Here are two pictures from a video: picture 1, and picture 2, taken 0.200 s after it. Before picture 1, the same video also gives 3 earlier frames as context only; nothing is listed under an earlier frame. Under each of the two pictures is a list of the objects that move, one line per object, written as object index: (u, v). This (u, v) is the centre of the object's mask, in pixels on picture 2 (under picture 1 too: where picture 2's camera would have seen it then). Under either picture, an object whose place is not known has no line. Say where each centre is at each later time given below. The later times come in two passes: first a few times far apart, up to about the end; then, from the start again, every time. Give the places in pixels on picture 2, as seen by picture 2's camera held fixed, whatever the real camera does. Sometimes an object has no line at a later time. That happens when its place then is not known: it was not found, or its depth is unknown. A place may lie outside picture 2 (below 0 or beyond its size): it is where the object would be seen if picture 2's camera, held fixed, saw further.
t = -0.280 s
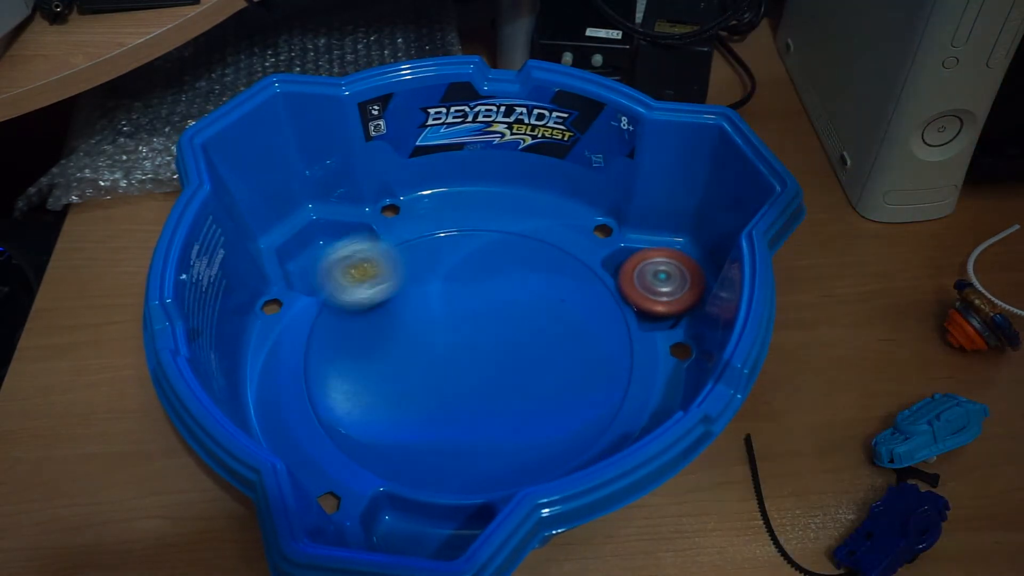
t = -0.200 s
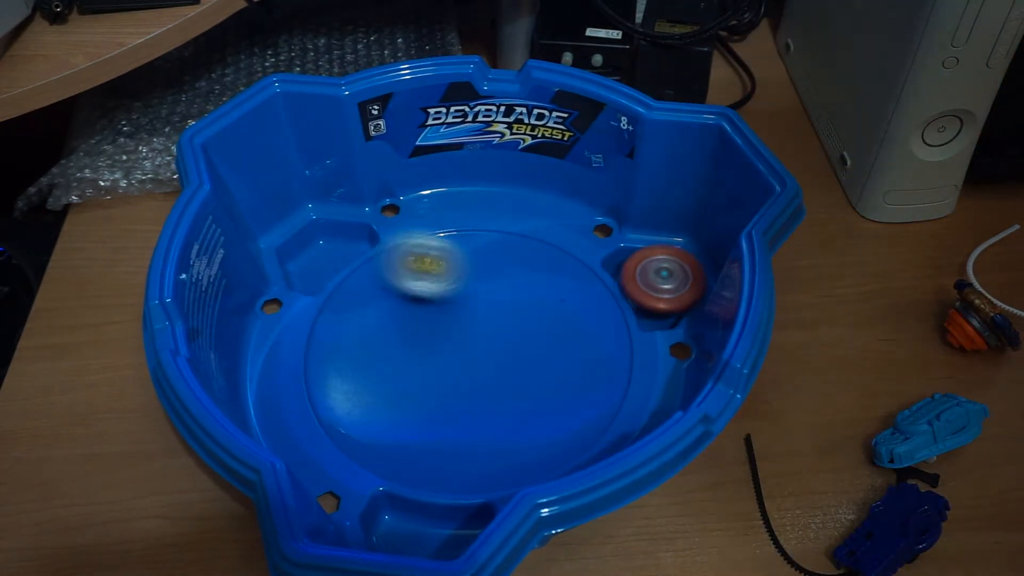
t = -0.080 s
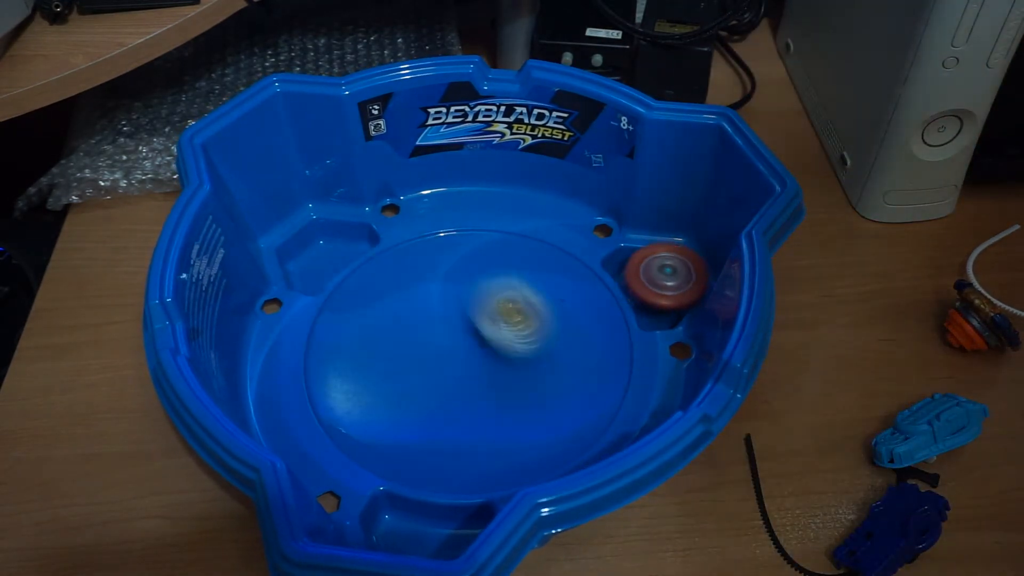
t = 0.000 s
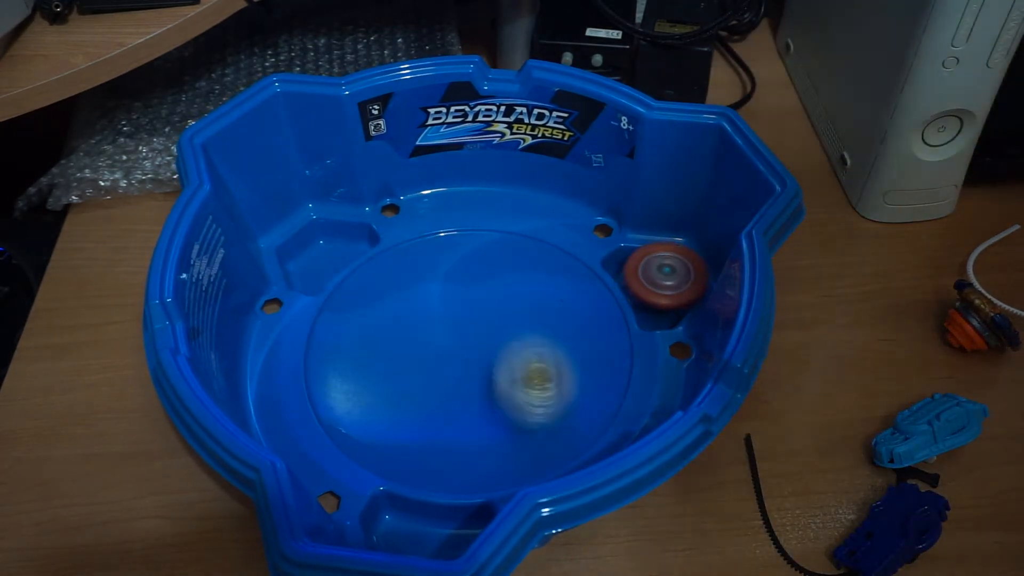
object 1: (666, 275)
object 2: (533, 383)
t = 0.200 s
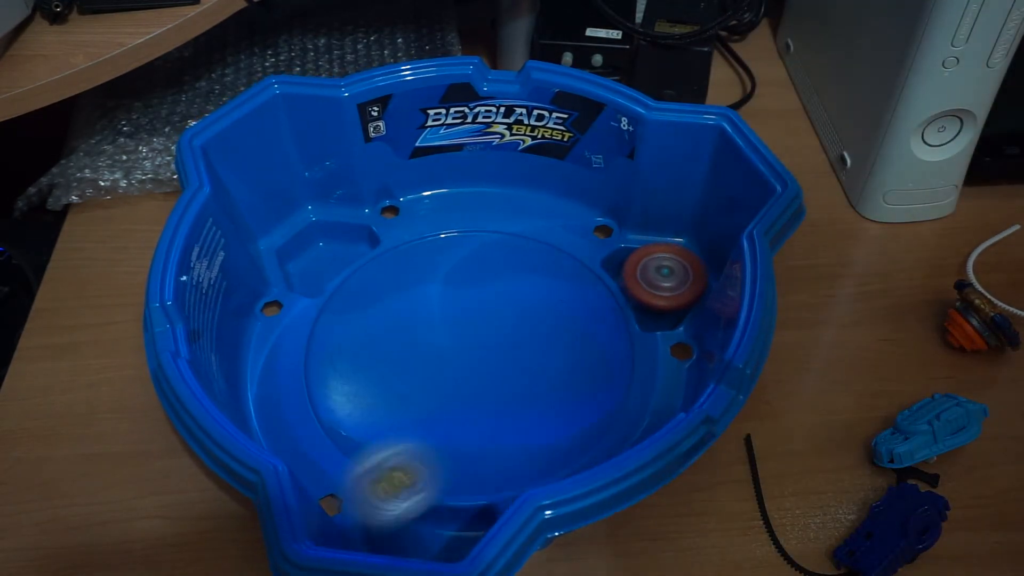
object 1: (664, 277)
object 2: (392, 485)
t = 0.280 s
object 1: (654, 280)
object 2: (418, 513)
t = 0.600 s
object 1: (657, 279)
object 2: (390, 528)
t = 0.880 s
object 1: (653, 283)
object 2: (399, 530)
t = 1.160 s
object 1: (654, 286)
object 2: (398, 532)
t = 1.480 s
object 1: (660, 286)
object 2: (399, 532)
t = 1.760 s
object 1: (656, 289)
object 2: (399, 534)
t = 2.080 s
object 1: (658, 288)
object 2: (392, 533)
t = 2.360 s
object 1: (657, 283)
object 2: (405, 533)
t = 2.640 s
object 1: (652, 278)
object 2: (411, 532)
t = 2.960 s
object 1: (649, 278)
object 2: (399, 533)
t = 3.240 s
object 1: (653, 283)
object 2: (395, 535)
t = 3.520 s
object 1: (654, 288)
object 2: (395, 532)
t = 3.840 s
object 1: (646, 275)
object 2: (405, 530)
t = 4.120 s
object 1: (645, 275)
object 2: (394, 533)
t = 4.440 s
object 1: (649, 280)
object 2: (394, 533)
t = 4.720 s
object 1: (654, 286)
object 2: (393, 534)
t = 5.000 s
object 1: (655, 292)
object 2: (398, 534)
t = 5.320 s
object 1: (659, 287)
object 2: (398, 534)
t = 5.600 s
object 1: (659, 285)
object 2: (398, 534)
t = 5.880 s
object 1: (652, 285)
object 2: (398, 534)
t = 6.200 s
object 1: (657, 280)
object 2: (398, 534)
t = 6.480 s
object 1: (657, 283)
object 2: (398, 534)
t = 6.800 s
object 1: (655, 288)
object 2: (398, 534)
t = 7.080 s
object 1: (656, 290)
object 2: (398, 534)
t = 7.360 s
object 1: (652, 286)
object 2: (398, 534)
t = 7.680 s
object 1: (652, 275)
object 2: (398, 534)
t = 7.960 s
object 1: (647, 274)
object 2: (398, 534)
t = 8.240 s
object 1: (648, 274)
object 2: (398, 534)
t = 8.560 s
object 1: (648, 280)
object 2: (398, 534)
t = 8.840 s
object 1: (660, 288)
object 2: (398, 535)
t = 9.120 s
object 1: (656, 290)
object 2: (398, 535)
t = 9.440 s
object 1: (659, 291)
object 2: (398, 535)
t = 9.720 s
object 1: (659, 290)
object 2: (398, 535)
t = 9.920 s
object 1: (655, 291)
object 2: (398, 535)
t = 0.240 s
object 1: (662, 278)
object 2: (405, 513)
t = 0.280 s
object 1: (654, 280)
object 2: (418, 513)
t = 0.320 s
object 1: (656, 279)
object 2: (402, 513)
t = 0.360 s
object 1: (660, 280)
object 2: (390, 521)
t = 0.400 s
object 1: (659, 279)
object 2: (393, 528)
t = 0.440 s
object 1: (657, 279)
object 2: (394, 531)
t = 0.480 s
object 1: (652, 280)
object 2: (393, 532)
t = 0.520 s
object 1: (652, 280)
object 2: (392, 530)
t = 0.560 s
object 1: (655, 280)
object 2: (390, 529)
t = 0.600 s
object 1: (657, 279)
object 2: (390, 528)
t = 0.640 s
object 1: (657, 279)
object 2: (389, 527)
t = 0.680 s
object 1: (656, 280)
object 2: (395, 529)
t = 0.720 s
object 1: (655, 280)
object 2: (402, 530)
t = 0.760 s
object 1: (655, 282)
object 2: (408, 531)
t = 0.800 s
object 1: (654, 282)
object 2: (406, 530)
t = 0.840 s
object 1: (654, 283)
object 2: (403, 529)
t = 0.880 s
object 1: (653, 283)
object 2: (399, 530)
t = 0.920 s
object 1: (653, 283)
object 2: (395, 531)
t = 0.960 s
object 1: (654, 283)
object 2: (393, 531)
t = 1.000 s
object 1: (657, 283)
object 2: (395, 531)
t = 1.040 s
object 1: (660, 283)
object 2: (397, 530)
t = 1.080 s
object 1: (659, 283)
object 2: (398, 529)
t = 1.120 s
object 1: (657, 285)
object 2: (398, 530)
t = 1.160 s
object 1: (654, 286)
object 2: (398, 532)
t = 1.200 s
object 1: (656, 287)
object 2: (398, 533)
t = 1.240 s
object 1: (660, 287)
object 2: (399, 532)
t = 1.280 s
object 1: (661, 286)
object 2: (400, 531)
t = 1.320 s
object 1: (657, 287)
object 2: (401, 530)
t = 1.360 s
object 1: (655, 288)
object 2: (400, 532)
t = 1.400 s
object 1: (656, 288)
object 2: (399, 531)
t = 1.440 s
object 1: (657, 287)
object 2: (399, 530)
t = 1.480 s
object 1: (660, 286)
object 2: (399, 532)
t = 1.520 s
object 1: (661, 286)
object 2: (400, 533)
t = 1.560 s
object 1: (657, 287)
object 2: (399, 533)
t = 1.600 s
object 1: (654, 288)
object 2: (400, 531)
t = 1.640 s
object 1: (655, 288)
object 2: (401, 532)
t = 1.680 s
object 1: (656, 288)
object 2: (400, 533)
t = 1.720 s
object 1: (656, 289)
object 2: (400, 534)
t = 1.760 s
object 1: (656, 289)
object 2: (399, 534)
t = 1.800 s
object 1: (656, 289)
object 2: (399, 533)
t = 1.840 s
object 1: (655, 289)
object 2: (398, 531)
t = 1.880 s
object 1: (655, 290)
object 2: (397, 530)
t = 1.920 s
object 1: (656, 290)
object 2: (397, 531)
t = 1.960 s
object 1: (658, 290)
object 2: (395, 532)
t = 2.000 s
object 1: (658, 290)
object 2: (394, 532)
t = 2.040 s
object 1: (658, 289)
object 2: (392, 532)
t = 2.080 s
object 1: (658, 288)
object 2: (392, 533)
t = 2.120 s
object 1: (658, 287)
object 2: (392, 533)
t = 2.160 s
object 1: (658, 286)
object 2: (395, 533)
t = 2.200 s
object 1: (658, 286)
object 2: (397, 533)
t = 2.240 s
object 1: (658, 285)
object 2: (399, 533)
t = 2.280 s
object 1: (658, 285)
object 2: (401, 533)
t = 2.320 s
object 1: (657, 284)
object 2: (402, 533)
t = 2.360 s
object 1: (657, 283)
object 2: (405, 533)
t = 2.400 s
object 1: (656, 283)
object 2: (405, 533)
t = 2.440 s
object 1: (655, 282)
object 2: (407, 532)
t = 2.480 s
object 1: (653, 282)
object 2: (407, 533)
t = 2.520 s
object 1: (651, 281)
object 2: (406, 535)
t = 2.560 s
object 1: (649, 281)
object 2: (407, 534)
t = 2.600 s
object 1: (651, 279)
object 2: (410, 533)
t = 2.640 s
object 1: (652, 278)
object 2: (411, 532)
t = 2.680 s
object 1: (653, 276)
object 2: (412, 532)
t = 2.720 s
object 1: (654, 275)
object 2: (411, 532)
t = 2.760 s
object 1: (654, 275)
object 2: (407, 535)
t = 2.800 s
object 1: (653, 274)
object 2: (398, 533)
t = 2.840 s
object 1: (652, 274)
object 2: (390, 531)
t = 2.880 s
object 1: (651, 275)
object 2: (393, 531)
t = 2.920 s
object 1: (650, 276)
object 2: (395, 532)
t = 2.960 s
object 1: (649, 278)
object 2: (399, 533)
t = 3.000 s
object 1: (648, 279)
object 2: (401, 534)
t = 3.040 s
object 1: (648, 279)
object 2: (404, 535)
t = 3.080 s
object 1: (651, 279)
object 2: (406, 534)
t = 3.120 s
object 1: (654, 279)
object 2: (408, 533)
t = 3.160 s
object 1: (655, 280)
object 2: (412, 531)
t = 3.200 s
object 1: (652, 282)
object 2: (406, 533)
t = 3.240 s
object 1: (653, 283)
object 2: (395, 535)
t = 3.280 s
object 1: (656, 284)
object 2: (391, 531)
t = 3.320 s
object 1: (659, 285)
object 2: (395, 534)
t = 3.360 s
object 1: (656, 287)
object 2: (402, 531)
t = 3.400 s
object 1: (653, 289)
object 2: (412, 528)
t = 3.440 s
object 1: (655, 291)
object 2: (411, 532)
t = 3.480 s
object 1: (657, 291)
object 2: (394, 535)
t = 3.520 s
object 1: (654, 288)
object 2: (395, 532)
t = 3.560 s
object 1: (651, 285)
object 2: (399, 533)
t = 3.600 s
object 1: (650, 283)
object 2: (400, 534)
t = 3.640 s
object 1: (651, 280)
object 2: (400, 533)
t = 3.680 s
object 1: (650, 277)
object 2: (400, 532)
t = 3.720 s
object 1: (649, 274)
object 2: (400, 531)
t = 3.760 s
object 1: (648, 274)
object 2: (400, 531)
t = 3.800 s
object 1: (647, 274)
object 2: (399, 532)
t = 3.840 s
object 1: (646, 275)
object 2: (405, 530)
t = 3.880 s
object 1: (645, 275)
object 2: (403, 532)
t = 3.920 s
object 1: (645, 275)
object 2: (403, 533)
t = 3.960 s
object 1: (645, 275)
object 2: (401, 534)
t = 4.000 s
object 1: (645, 275)
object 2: (397, 534)
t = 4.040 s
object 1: (645, 275)
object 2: (395, 534)
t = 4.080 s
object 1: (645, 275)
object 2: (393, 534)
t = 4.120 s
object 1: (645, 275)
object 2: (394, 533)
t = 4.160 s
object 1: (645, 276)
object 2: (393, 533)
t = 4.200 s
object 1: (646, 276)
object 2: (393, 533)
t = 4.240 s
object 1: (649, 276)
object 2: (393, 533)
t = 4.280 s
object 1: (653, 276)
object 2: (393, 533)
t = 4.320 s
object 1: (653, 276)
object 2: (393, 533)
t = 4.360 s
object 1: (648, 279)
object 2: (393, 533)
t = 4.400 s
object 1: (648, 280)
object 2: (391, 534)
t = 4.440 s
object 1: (649, 280)
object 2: (394, 533)
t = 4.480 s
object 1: (649, 281)
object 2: (394, 533)
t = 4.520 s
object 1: (649, 282)
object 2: (391, 534)
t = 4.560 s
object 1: (651, 283)
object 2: (394, 533)
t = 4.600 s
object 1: (655, 283)
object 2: (394, 533)
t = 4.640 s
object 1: (658, 283)
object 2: (392, 534)
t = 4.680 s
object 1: (657, 284)
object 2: (392, 534)
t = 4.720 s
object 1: (654, 286)
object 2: (393, 534)
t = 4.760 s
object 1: (653, 288)
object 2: (394, 534)
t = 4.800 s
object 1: (653, 289)
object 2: (395, 534)
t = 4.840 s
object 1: (655, 290)
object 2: (396, 534)
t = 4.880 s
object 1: (656, 291)
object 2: (399, 534)
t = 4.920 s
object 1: (657, 292)
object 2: (400, 533)
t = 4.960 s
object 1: (657, 292)
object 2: (400, 533)
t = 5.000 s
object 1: (655, 292)
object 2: (398, 534)
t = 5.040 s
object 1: (655, 292)
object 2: (397, 534)
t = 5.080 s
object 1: (656, 291)
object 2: (397, 534)
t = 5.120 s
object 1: (656, 290)
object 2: (398, 534)
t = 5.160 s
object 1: (657, 289)
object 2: (398, 534)
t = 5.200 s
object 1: (657, 288)
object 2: (398, 534)
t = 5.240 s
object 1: (658, 288)
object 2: (398, 534)
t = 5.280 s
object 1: (659, 287)
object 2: (398, 534)
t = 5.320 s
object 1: (659, 287)
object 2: (398, 534)
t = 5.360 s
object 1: (659, 287)
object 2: (398, 534)
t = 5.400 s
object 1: (658, 287)
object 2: (398, 534)
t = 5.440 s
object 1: (659, 286)
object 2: (398, 534)
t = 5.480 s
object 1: (659, 285)
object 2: (398, 534)
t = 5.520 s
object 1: (659, 285)
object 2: (398, 534)
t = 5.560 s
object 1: (659, 285)
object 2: (398, 534)
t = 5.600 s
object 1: (659, 285)
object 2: (398, 534)
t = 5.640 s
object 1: (658, 285)
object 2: (398, 534)
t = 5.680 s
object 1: (658, 285)
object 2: (398, 534)
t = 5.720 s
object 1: (657, 285)
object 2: (398, 534)
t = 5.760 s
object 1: (656, 285)
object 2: (398, 534)
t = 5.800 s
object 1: (654, 285)
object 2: (398, 534)
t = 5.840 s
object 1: (653, 285)
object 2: (398, 534)
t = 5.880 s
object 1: (652, 285)
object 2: (398, 534)
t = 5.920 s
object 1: (652, 284)
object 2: (398, 534)
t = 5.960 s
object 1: (652, 283)
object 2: (398, 534)
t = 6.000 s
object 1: (653, 283)
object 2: (398, 534)
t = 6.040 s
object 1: (654, 282)
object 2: (398, 534)
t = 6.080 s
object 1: (654, 281)
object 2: (398, 534)
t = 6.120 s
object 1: (656, 281)
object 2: (398, 534)
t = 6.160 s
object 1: (657, 280)
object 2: (398, 534)
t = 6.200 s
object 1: (657, 280)
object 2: (398, 534)
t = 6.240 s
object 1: (658, 280)
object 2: (398, 534)
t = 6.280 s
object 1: (658, 280)
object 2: (398, 534)
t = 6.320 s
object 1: (658, 281)
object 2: (398, 534)
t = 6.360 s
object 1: (658, 281)
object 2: (398, 534)
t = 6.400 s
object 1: (657, 282)
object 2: (398, 534)
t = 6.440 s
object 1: (657, 282)
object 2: (398, 534)
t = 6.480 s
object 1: (657, 283)
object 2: (398, 534)
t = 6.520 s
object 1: (656, 284)
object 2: (398, 534)
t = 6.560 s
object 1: (656, 285)
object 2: (398, 534)
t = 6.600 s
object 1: (656, 286)
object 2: (398, 534)
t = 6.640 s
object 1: (655, 286)
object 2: (398, 534)
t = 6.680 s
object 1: (655, 287)
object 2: (398, 534)
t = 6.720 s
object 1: (654, 287)
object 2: (398, 534)
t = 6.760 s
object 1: (653, 288)
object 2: (398, 534)
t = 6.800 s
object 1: (655, 288)
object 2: (398, 534)
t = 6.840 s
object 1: (656, 288)
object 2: (398, 534)
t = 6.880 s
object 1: (658, 287)
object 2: (398, 534)
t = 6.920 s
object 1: (660, 287)
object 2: (398, 534)
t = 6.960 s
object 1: (661, 287)
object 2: (398, 534)
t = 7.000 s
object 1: (659, 288)
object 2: (398, 534)
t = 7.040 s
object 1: (658, 289)
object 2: (398, 534)
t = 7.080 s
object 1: (656, 290)
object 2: (398, 534)
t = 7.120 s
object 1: (655, 291)
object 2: (398, 534)
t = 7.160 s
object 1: (656, 292)
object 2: (398, 534)
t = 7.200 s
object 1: (657, 291)
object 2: (398, 534)
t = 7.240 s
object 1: (655, 290)
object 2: (398, 534)
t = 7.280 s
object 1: (655, 289)
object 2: (398, 534)
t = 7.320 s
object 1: (653, 288)
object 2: (398, 534)
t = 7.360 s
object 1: (652, 286)
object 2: (398, 534)
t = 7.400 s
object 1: (652, 285)
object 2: (398, 534)
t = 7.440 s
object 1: (653, 283)
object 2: (398, 534)
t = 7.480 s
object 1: (653, 282)
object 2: (398, 534)
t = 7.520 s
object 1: (653, 280)
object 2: (398, 534)
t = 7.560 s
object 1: (653, 279)
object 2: (398, 534)
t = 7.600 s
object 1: (653, 277)
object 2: (398, 534)
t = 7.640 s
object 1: (652, 276)
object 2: (398, 534)
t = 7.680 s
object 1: (652, 275)
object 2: (398, 534)
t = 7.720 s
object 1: (651, 275)
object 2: (398, 534)
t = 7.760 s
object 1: (651, 275)
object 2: (398, 534)
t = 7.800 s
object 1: (650, 274)
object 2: (398, 534)
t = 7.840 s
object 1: (650, 274)
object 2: (398, 534)
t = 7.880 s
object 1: (649, 274)
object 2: (398, 534)
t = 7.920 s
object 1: (648, 274)
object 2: (398, 535)
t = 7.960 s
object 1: (647, 274)
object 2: (398, 534)
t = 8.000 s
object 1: (646, 275)
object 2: (398, 534)
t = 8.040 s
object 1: (645, 275)
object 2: (398, 535)
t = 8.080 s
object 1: (645, 274)
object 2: (398, 535)
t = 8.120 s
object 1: (646, 274)
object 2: (398, 534)
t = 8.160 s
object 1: (647, 274)
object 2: (398, 534)
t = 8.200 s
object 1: (648, 274)
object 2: (398, 534)
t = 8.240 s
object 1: (648, 274)
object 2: (398, 534)
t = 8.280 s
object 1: (649, 275)
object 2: (398, 534)
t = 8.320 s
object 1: (649, 275)
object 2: (398, 534)
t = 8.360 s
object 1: (649, 276)
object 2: (398, 534)
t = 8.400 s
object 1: (649, 276)
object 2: (398, 534)
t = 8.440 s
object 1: (649, 277)
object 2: (398, 534)
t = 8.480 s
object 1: (649, 279)
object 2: (398, 534)
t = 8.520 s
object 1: (649, 279)
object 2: (398, 534)
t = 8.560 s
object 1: (648, 280)
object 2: (398, 534)
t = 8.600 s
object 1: (649, 281)
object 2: (398, 534)
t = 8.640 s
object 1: (654, 281)
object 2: (398, 534)
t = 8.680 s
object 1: (658, 282)
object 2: (398, 534)
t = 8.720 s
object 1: (656, 283)
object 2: (398, 534)
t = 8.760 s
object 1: (653, 286)
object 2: (398, 534)
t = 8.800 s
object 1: (656, 287)
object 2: (398, 534)
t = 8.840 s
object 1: (660, 288)
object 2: (398, 535)
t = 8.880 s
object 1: (662, 287)
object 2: (398, 534)
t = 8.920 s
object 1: (662, 287)
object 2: (398, 535)
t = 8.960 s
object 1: (662, 287)
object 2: (398, 535)
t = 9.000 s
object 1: (661, 288)
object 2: (398, 535)
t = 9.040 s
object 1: (660, 289)
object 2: (398, 535)
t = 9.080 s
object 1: (658, 290)
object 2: (398, 535)
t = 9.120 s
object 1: (656, 290)
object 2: (398, 535)
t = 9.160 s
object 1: (655, 291)
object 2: (398, 535)
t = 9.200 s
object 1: (655, 291)
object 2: (398, 535)
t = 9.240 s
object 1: (656, 291)
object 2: (398, 535)
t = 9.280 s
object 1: (657, 291)
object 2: (398, 535)
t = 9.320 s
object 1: (657, 290)
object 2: (398, 535)
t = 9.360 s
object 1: (658, 290)
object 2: (398, 535)
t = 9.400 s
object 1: (658, 291)
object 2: (398, 535)
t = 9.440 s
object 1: (659, 291)
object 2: (398, 535)
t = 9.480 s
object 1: (659, 291)
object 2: (398, 535)
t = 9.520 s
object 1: (659, 290)
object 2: (398, 535)
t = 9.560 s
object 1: (660, 290)
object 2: (398, 535)
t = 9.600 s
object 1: (660, 290)
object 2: (398, 535)
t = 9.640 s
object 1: (660, 290)
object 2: (398, 535)
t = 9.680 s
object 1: (660, 290)
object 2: (398, 535)
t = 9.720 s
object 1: (659, 290)
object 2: (398, 535)
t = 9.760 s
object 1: (659, 290)
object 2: (398, 535)
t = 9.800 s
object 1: (657, 291)
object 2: (398, 535)
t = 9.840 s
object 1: (656, 291)
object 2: (398, 535)
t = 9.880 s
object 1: (655, 290)
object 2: (398, 535)
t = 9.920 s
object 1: (655, 291)
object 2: (398, 535)
